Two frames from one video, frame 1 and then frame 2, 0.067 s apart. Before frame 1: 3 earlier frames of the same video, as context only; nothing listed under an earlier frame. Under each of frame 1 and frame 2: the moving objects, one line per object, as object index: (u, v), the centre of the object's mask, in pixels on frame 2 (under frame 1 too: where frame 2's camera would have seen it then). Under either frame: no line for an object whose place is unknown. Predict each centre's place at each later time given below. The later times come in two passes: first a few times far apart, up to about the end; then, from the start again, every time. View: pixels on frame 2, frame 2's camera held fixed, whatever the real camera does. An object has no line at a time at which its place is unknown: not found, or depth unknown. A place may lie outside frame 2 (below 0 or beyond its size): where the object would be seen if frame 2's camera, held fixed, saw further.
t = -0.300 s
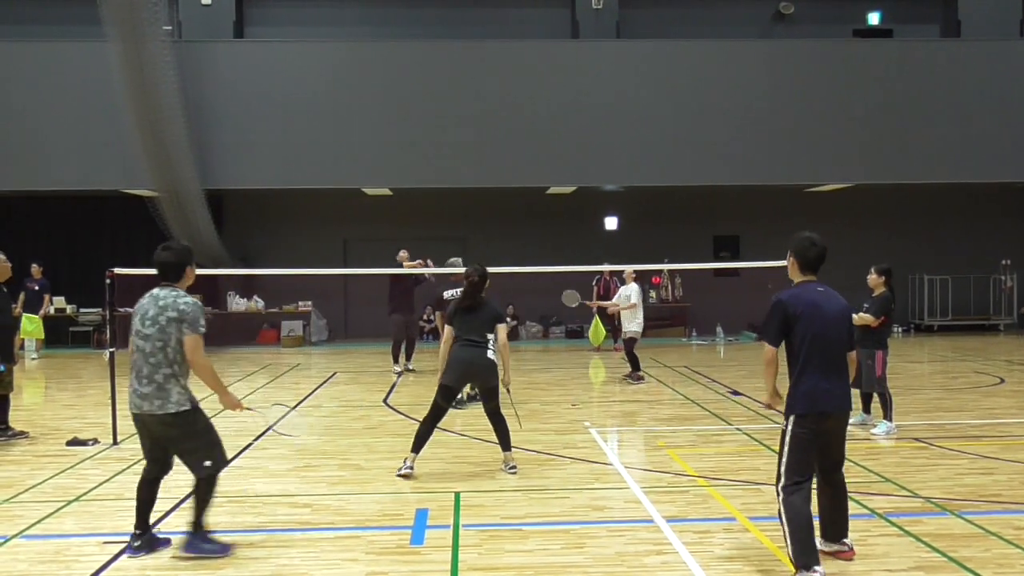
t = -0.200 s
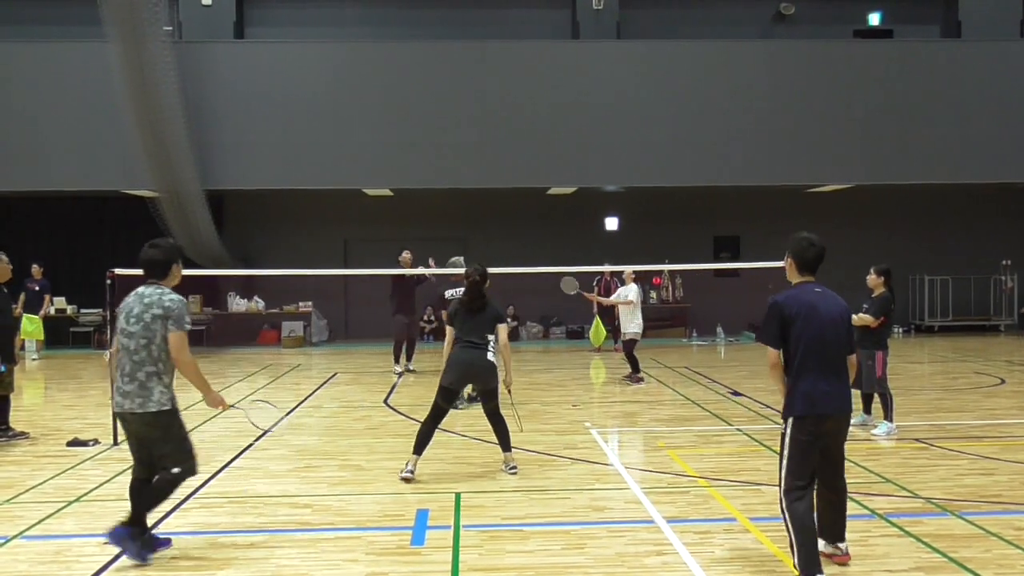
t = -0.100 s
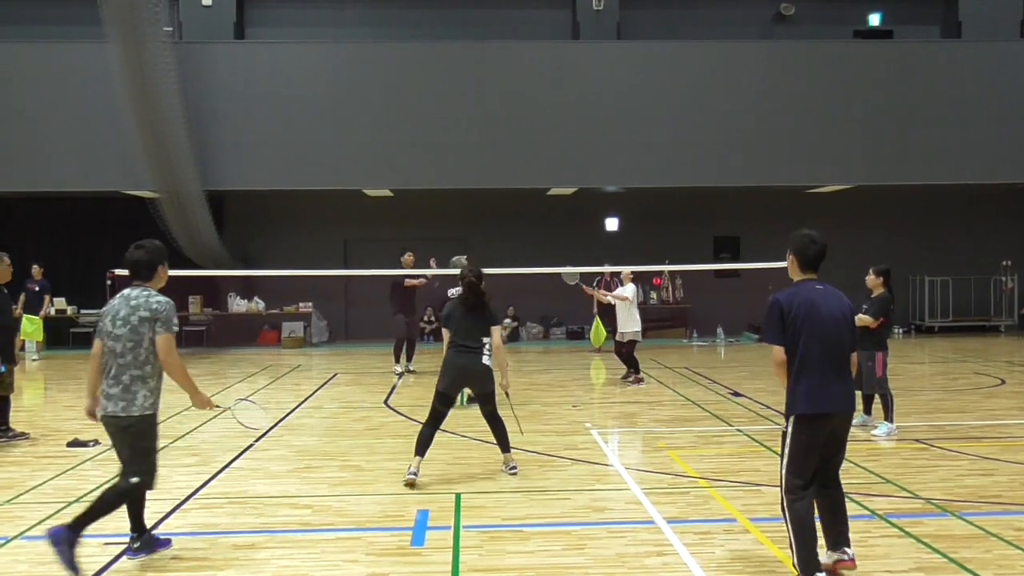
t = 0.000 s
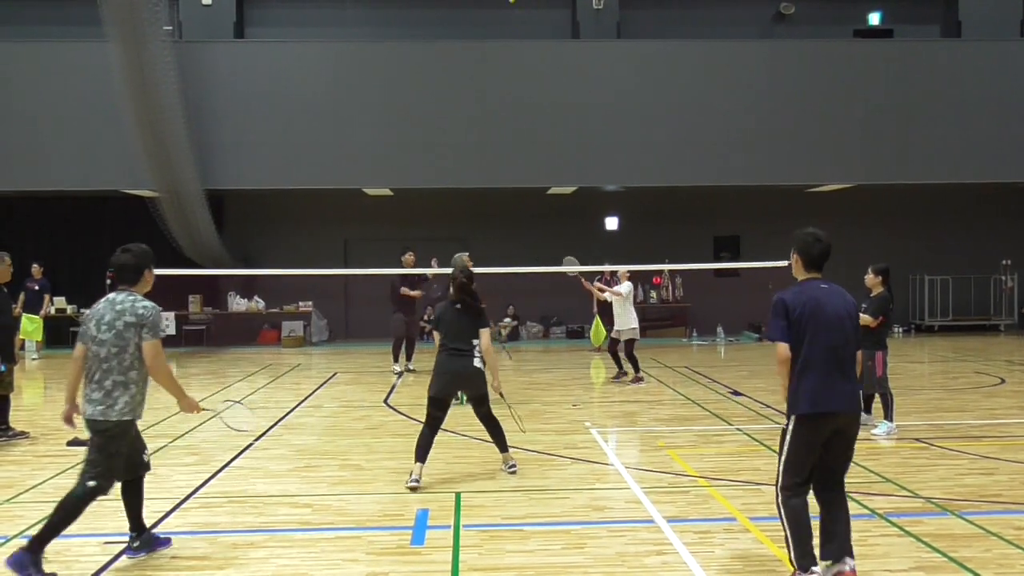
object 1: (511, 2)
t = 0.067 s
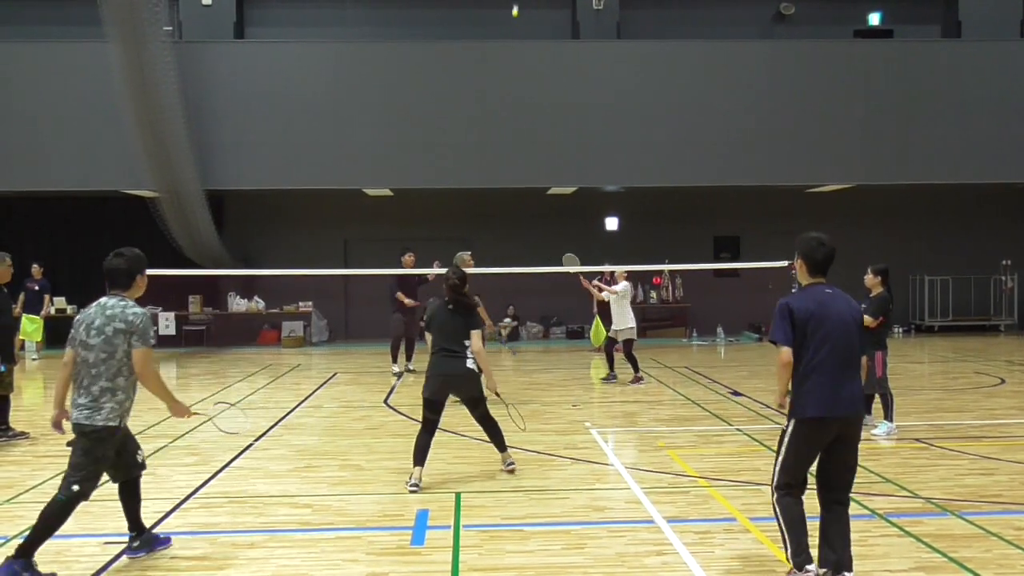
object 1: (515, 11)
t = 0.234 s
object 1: (523, 57)
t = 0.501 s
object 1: (533, 156)
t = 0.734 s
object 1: (541, 258)
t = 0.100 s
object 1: (517, 19)
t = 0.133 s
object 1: (518, 27)
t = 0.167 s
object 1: (520, 37)
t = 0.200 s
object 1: (521, 46)
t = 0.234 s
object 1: (523, 57)
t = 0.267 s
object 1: (524, 67)
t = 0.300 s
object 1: (525, 79)
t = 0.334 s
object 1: (526, 91)
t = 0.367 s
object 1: (528, 103)
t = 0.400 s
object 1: (530, 116)
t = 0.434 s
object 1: (531, 129)
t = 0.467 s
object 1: (532, 142)
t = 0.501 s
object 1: (533, 156)
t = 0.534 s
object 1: (535, 170)
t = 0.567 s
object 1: (536, 184)
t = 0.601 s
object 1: (537, 199)
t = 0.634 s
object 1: (538, 213)
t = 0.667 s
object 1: (539, 228)
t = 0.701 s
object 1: (540, 243)
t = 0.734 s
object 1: (541, 258)
